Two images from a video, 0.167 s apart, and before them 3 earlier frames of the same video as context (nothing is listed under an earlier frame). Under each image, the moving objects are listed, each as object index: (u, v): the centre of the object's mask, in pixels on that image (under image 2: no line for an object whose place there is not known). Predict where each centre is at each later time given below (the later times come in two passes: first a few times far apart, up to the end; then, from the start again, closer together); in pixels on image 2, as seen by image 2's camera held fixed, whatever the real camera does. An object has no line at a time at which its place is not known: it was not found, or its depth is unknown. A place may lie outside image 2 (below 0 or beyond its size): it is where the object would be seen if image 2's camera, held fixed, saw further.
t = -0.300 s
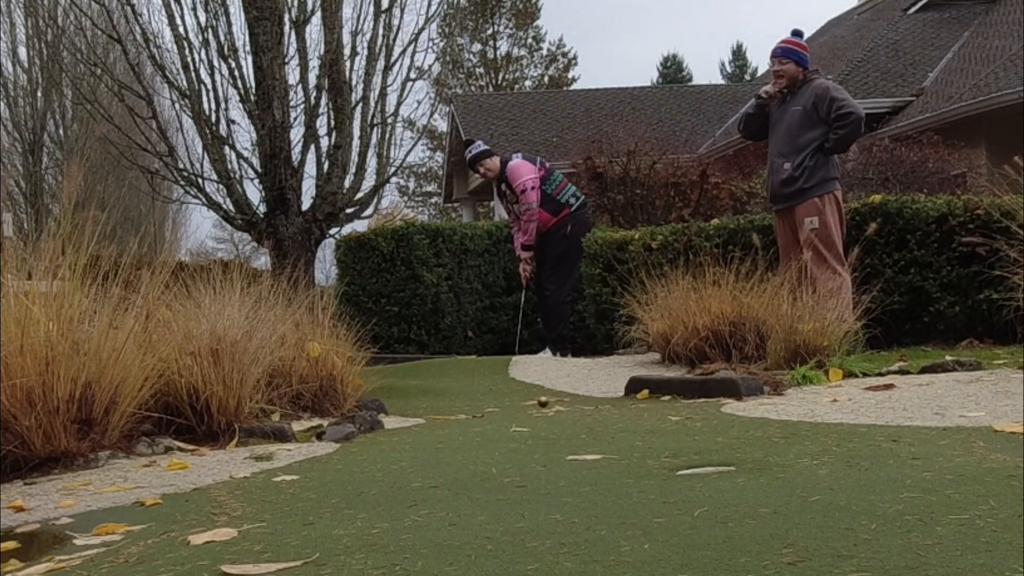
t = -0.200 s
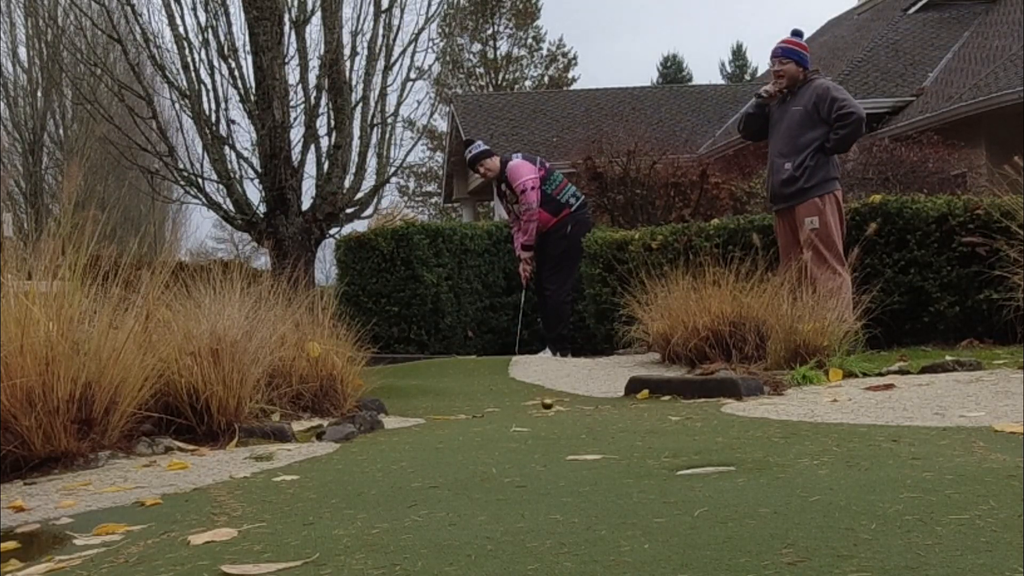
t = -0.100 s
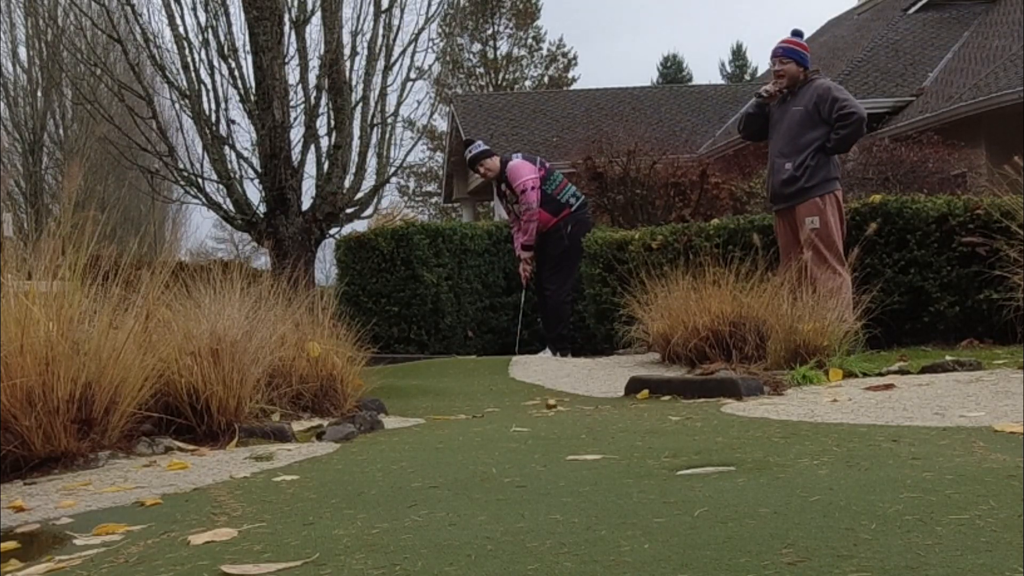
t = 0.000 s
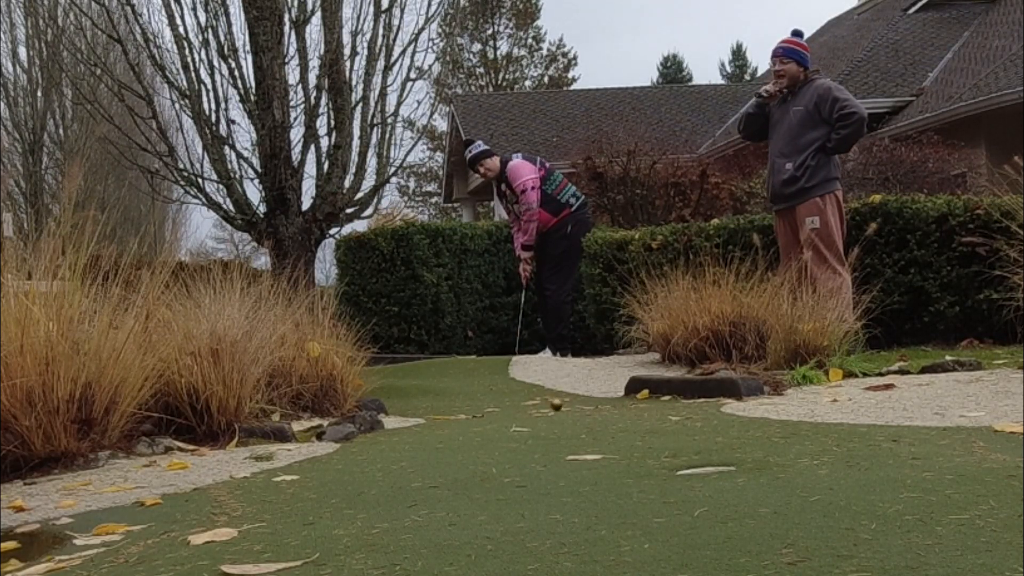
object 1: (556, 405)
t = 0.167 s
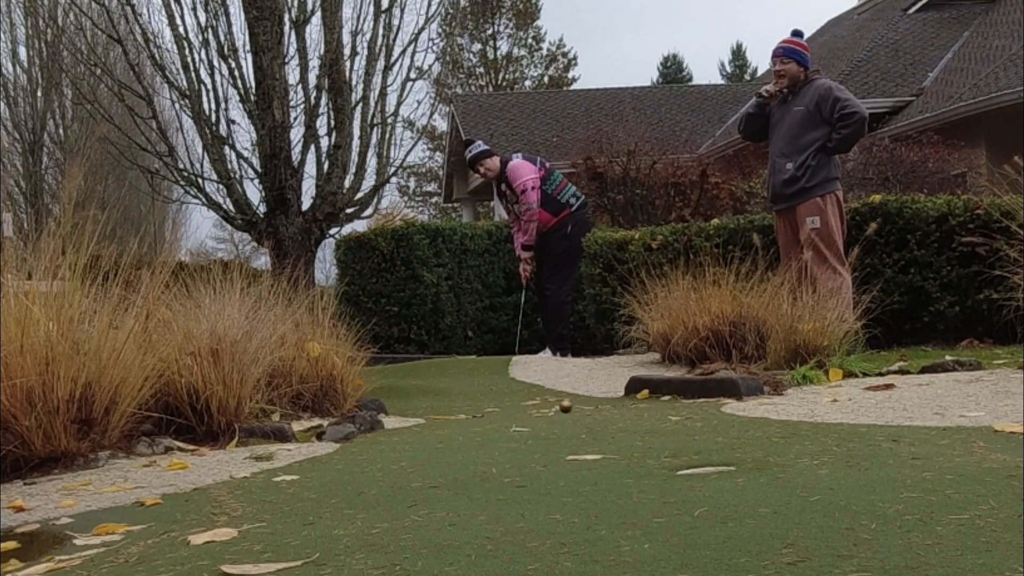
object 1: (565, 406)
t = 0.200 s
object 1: (567, 407)
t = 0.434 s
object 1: (583, 410)
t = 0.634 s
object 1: (598, 413)
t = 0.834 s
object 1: (618, 417)
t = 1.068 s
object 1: (643, 421)
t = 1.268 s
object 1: (666, 426)
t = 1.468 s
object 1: (689, 430)
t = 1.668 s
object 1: (716, 435)
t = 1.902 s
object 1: (749, 441)
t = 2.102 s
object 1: (777, 445)
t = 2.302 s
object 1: (806, 451)
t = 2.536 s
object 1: (841, 457)
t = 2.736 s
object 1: (868, 461)
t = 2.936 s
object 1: (888, 466)
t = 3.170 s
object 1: (904, 472)
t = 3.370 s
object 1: (912, 477)
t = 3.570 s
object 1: (914, 481)
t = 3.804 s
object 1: (908, 485)
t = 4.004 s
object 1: (904, 486)
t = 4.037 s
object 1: (903, 486)
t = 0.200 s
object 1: (567, 407)
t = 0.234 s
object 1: (569, 407)
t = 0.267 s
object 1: (571, 408)
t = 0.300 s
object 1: (573, 408)
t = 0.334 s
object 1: (575, 408)
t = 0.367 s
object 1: (577, 409)
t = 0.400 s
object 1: (580, 409)
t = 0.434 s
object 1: (583, 410)
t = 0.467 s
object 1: (585, 410)
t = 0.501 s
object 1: (588, 411)
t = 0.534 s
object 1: (590, 411)
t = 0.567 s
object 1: (593, 412)
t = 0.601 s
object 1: (595, 412)
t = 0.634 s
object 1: (598, 413)
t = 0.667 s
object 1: (602, 414)
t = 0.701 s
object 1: (605, 414)
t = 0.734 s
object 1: (608, 415)
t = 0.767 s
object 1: (611, 416)
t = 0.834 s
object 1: (618, 417)
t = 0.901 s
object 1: (625, 419)
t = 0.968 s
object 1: (632, 419)
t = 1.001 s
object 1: (636, 420)
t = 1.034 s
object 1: (639, 420)
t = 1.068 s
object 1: (643, 421)
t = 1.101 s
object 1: (647, 422)
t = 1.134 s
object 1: (651, 423)
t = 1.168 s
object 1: (654, 424)
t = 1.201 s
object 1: (658, 425)
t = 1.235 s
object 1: (662, 426)
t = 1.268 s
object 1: (666, 426)
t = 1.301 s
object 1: (670, 427)
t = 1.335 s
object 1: (673, 428)
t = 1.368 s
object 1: (678, 429)
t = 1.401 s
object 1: (682, 429)
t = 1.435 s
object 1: (686, 429)
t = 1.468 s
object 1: (689, 430)
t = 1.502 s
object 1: (694, 431)
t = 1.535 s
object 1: (698, 432)
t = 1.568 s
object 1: (703, 433)
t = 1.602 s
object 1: (707, 433)
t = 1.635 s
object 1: (712, 434)
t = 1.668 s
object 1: (716, 435)
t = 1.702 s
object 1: (720, 436)
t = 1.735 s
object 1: (725, 437)
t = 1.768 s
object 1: (730, 437)
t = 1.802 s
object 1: (735, 438)
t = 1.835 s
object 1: (739, 439)
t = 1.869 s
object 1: (744, 440)
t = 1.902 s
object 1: (749, 441)
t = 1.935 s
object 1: (754, 442)
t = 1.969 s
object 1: (758, 442)
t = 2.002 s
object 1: (763, 443)
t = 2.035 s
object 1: (767, 444)
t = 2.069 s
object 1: (772, 444)
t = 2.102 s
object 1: (777, 445)
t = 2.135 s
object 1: (781, 446)
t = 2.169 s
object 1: (787, 447)
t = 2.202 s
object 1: (791, 448)
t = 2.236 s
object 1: (796, 449)
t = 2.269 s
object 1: (800, 450)
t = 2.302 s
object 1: (806, 451)
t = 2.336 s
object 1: (811, 451)
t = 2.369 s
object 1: (815, 452)
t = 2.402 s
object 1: (820, 454)
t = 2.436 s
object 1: (826, 454)
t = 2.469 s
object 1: (830, 455)
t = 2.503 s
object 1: (836, 456)
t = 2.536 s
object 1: (841, 457)
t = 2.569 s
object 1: (846, 457)
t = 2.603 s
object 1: (850, 458)
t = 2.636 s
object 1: (854, 459)
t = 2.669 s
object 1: (859, 460)
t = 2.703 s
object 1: (863, 461)
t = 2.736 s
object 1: (868, 461)
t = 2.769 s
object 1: (871, 462)
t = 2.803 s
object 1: (875, 463)
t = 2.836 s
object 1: (879, 463)
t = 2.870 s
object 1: (882, 464)
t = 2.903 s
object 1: (885, 465)
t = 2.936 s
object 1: (888, 466)
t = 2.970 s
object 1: (891, 468)
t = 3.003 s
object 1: (894, 468)
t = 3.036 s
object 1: (896, 469)
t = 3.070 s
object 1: (898, 470)
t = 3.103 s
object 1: (900, 471)
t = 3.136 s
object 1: (902, 471)
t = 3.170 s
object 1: (904, 472)
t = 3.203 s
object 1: (906, 473)
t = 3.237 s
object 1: (908, 474)
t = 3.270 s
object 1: (909, 474)
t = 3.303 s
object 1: (910, 475)
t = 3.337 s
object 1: (911, 476)
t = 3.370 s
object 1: (912, 477)
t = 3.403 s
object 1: (912, 477)
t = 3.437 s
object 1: (913, 478)
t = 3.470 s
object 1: (914, 479)
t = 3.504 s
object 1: (914, 480)
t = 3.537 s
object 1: (914, 480)
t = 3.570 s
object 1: (914, 481)
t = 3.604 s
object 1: (914, 481)
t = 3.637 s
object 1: (913, 482)
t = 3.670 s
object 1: (913, 483)
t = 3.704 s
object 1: (912, 483)
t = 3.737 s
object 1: (911, 484)
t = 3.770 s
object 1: (910, 484)
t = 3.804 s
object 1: (908, 485)
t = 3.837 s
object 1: (907, 485)
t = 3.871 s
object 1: (906, 485)
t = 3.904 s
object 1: (905, 485)
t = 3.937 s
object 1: (905, 486)
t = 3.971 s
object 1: (904, 486)
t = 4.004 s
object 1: (904, 486)
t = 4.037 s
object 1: (903, 486)
